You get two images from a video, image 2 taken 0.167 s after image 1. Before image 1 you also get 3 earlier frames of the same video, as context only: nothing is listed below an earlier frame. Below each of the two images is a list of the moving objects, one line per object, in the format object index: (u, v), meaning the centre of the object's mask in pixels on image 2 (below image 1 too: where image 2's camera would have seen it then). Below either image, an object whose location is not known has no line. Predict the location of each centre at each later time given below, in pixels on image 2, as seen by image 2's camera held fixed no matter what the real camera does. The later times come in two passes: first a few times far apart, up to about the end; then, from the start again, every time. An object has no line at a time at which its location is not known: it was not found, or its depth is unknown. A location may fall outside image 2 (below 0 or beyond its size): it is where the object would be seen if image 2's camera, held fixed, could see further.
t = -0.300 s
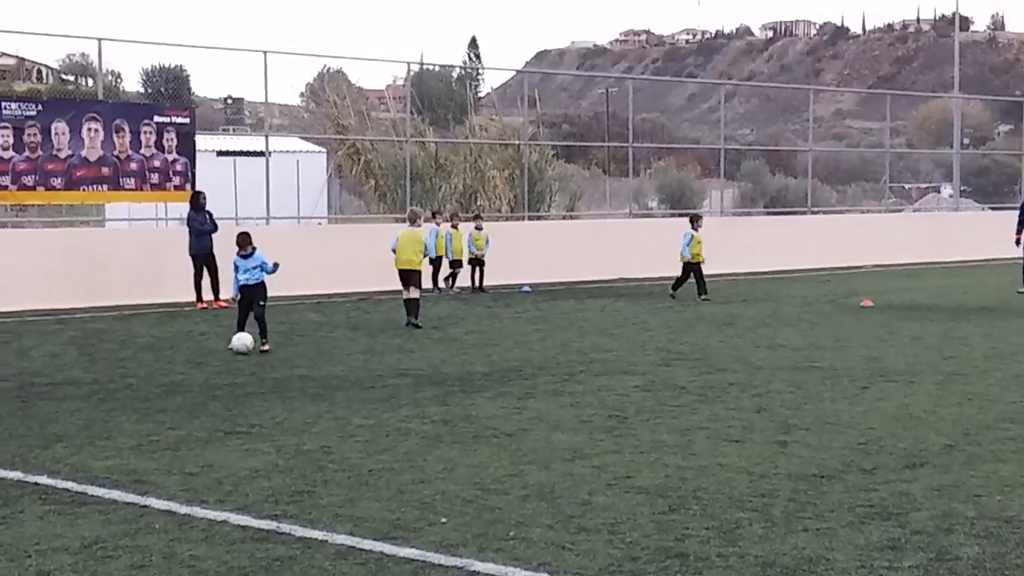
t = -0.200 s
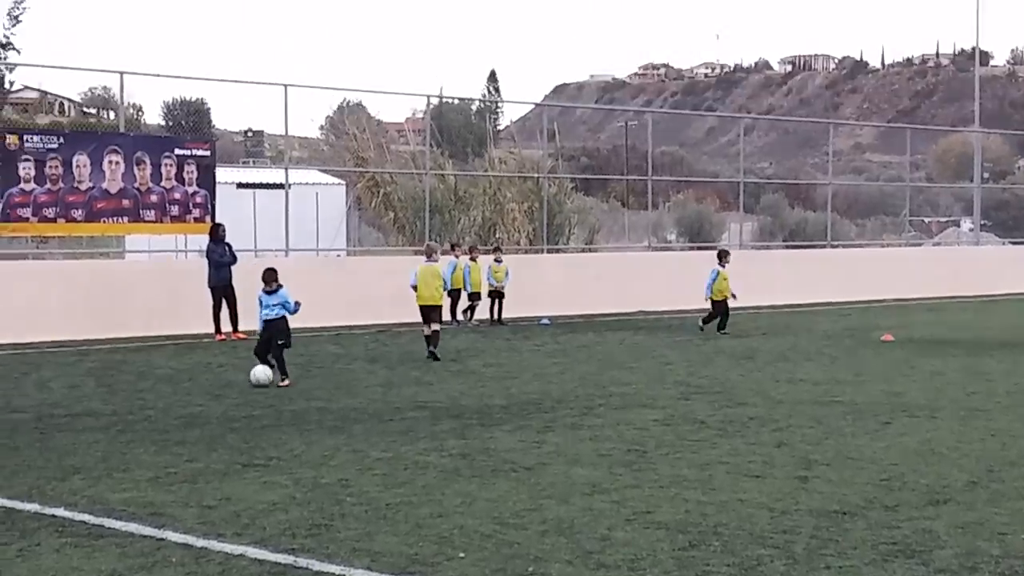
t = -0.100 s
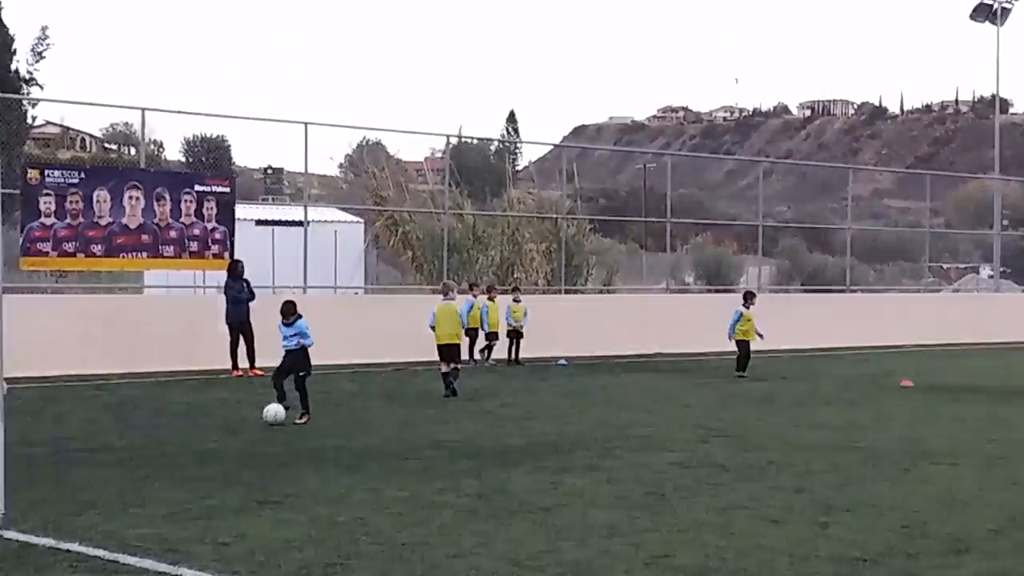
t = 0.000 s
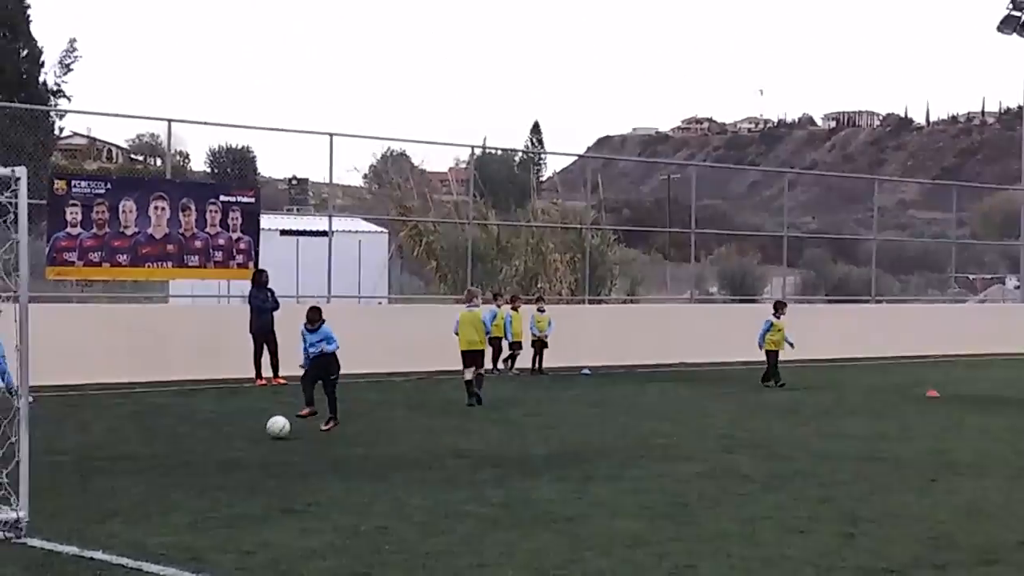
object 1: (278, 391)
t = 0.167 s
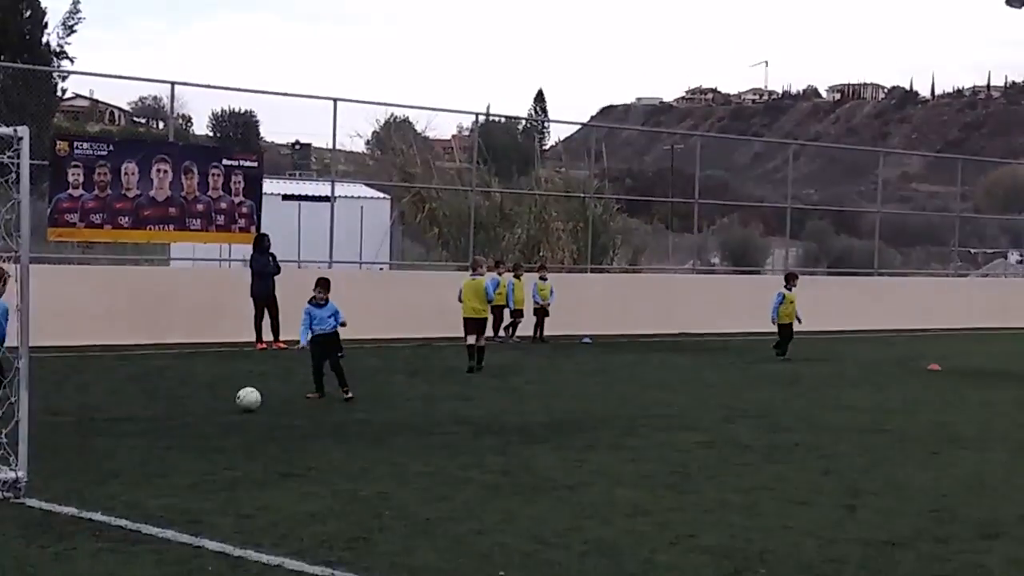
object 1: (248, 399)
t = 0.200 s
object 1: (243, 400)
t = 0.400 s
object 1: (211, 409)
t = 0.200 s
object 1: (243, 400)
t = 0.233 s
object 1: (237, 401)
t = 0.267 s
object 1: (232, 403)
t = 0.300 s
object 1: (227, 404)
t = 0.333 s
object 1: (222, 406)
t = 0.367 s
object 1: (217, 407)
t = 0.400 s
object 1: (211, 409)
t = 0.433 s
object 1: (205, 411)
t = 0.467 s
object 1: (200, 412)
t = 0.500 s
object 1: (194, 413)
